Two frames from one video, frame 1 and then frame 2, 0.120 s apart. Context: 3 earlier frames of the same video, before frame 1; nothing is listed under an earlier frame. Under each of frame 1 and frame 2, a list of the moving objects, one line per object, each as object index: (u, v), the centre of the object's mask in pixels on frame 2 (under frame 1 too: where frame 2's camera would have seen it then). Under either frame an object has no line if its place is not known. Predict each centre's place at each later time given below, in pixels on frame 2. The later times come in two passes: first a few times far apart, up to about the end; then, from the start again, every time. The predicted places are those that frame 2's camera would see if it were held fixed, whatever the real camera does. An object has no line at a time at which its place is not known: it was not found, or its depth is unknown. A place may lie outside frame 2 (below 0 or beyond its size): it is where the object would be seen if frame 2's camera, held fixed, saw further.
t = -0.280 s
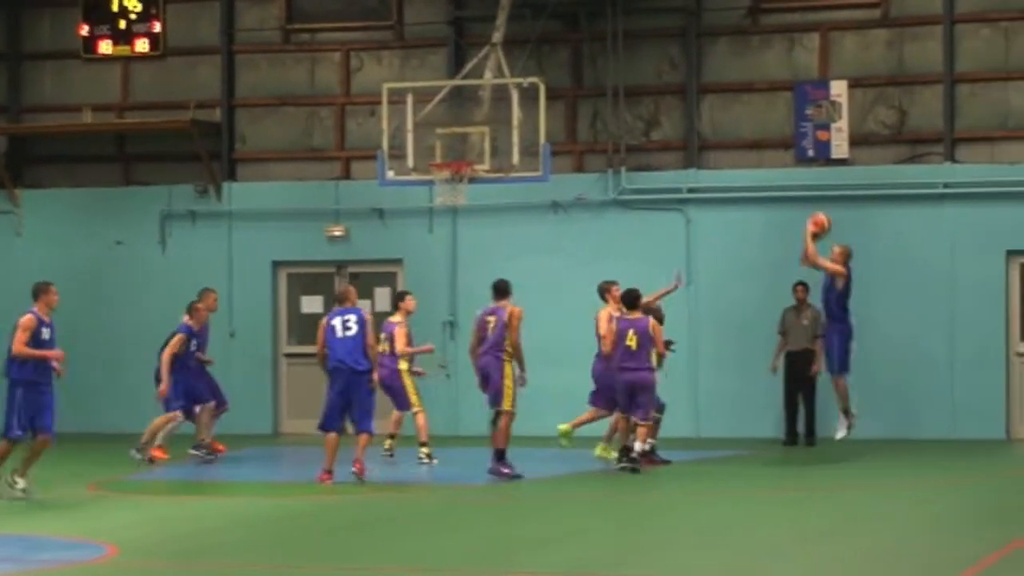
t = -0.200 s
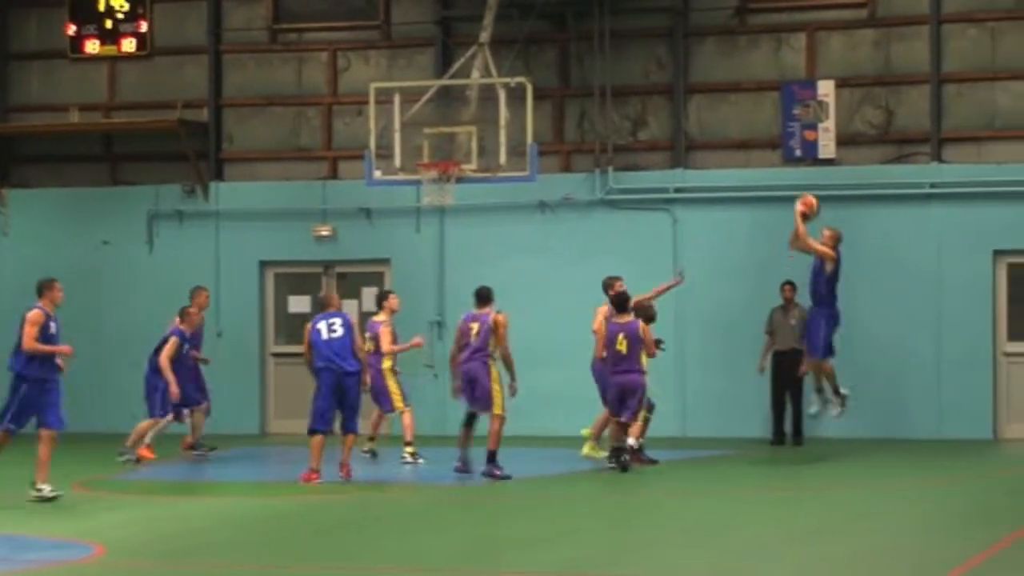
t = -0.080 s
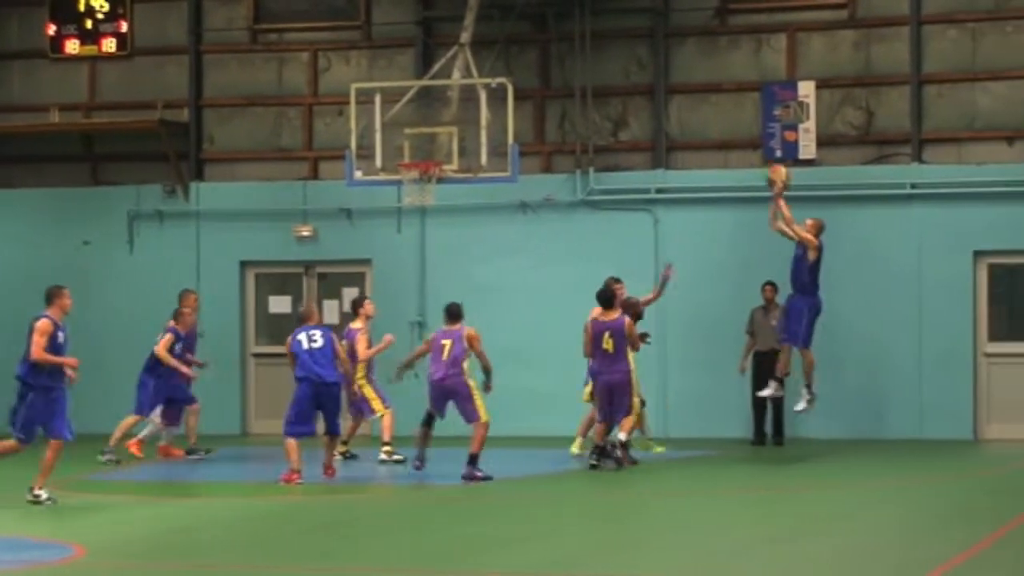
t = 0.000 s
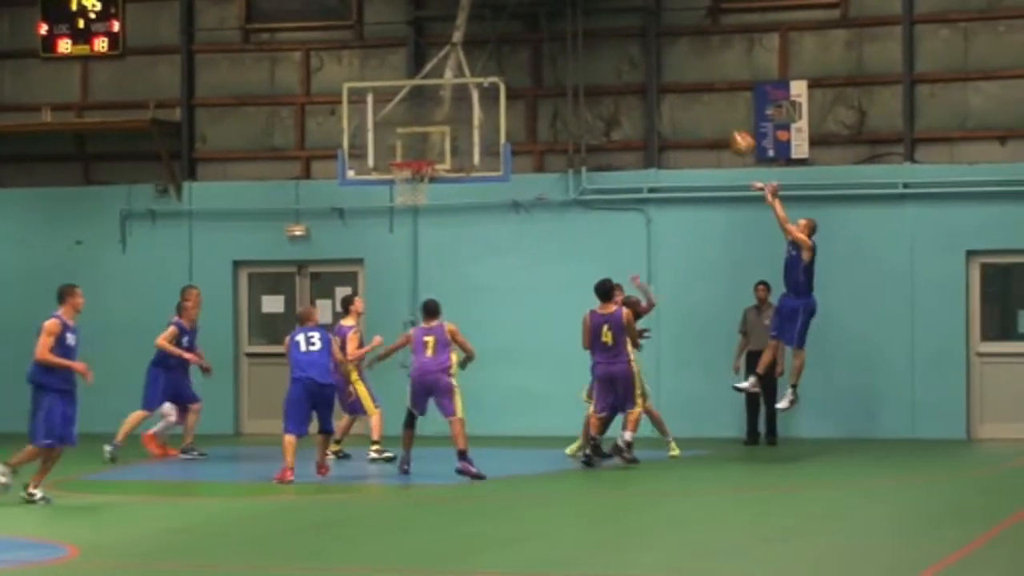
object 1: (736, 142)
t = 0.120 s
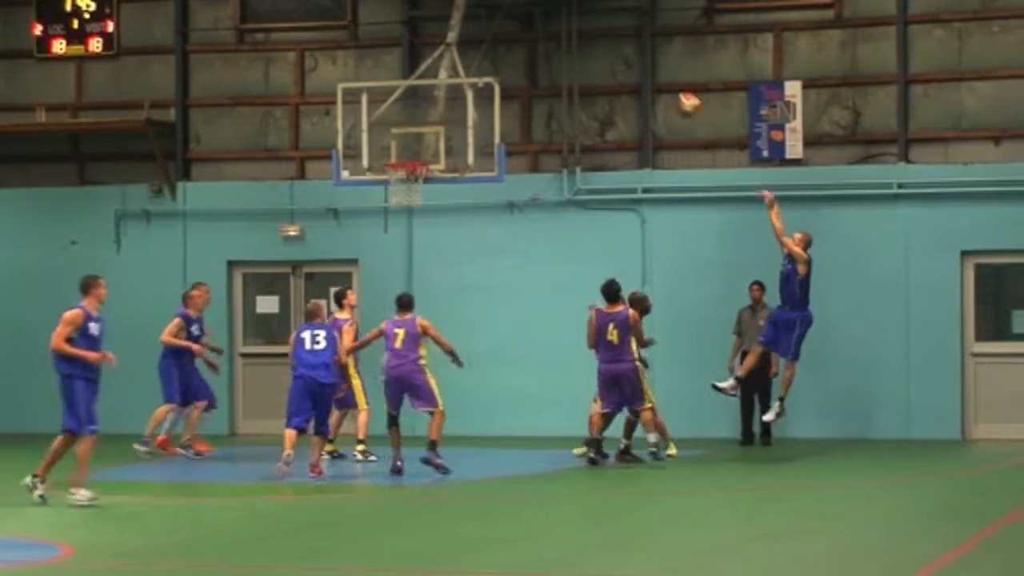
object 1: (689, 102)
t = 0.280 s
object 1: (625, 72)
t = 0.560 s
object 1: (518, 78)
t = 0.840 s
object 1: (414, 154)
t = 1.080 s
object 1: (382, 186)
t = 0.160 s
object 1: (672, 93)
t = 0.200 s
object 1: (656, 85)
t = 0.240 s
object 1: (641, 78)
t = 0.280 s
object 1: (625, 72)
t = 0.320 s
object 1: (610, 68)
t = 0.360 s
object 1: (595, 67)
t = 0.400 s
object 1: (579, 66)
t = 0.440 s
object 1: (563, 67)
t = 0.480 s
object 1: (548, 69)
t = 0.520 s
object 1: (534, 72)
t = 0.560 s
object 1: (518, 78)
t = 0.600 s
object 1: (504, 86)
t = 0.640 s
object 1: (488, 92)
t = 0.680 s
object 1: (474, 103)
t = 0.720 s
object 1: (458, 115)
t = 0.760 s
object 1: (444, 128)
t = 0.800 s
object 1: (428, 141)
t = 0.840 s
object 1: (414, 154)
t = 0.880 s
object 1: (398, 172)
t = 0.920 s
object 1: (388, 182)
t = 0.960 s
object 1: (385, 182)
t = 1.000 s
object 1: (383, 182)
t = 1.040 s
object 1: (383, 184)
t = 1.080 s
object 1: (382, 186)
